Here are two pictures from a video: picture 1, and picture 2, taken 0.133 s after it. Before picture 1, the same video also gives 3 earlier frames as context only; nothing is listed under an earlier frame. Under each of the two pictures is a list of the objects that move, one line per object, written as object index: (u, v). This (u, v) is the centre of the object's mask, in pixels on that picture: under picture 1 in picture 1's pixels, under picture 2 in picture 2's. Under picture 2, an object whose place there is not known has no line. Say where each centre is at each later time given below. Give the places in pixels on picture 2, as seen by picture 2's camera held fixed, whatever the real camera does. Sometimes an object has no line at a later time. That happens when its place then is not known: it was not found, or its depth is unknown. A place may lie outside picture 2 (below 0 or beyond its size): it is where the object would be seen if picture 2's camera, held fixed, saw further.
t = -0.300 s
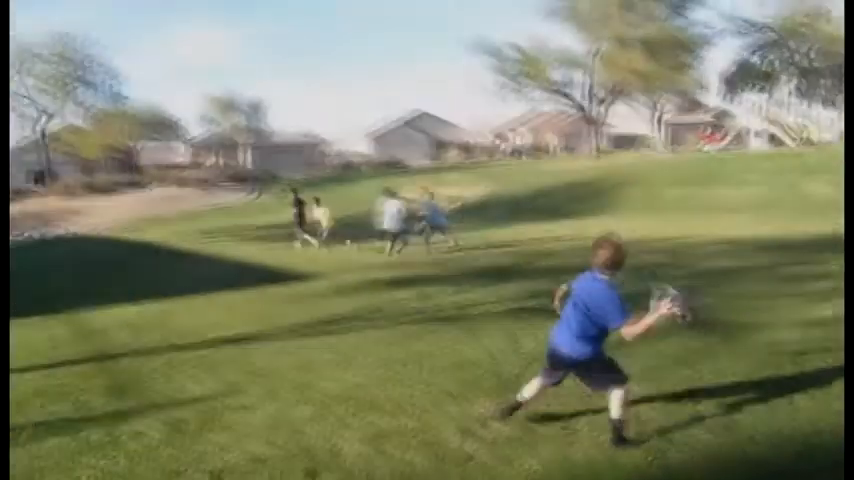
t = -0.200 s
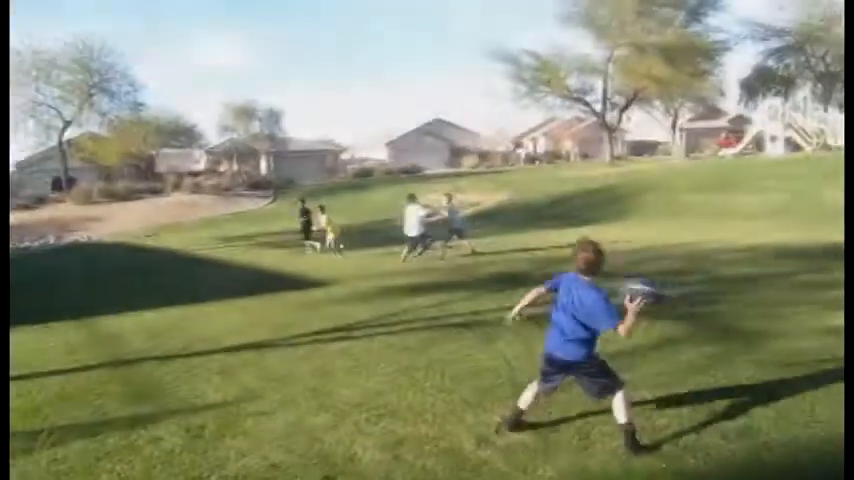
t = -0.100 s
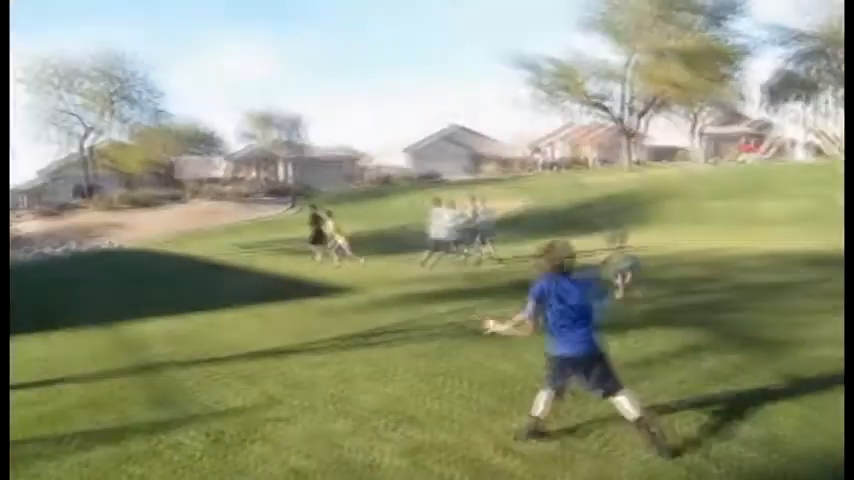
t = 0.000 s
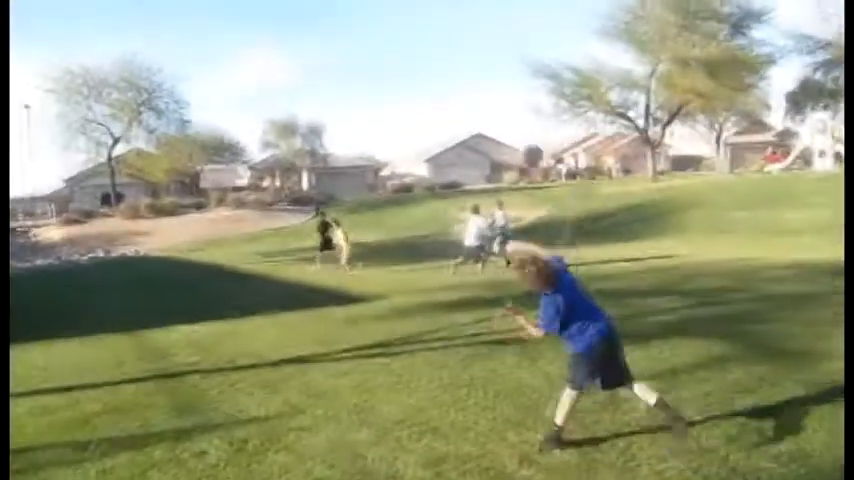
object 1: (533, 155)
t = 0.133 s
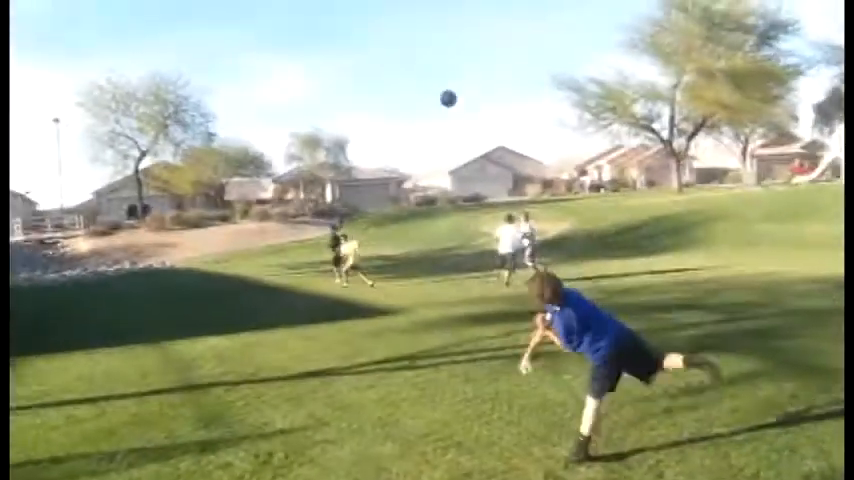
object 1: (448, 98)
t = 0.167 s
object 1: (424, 85)
